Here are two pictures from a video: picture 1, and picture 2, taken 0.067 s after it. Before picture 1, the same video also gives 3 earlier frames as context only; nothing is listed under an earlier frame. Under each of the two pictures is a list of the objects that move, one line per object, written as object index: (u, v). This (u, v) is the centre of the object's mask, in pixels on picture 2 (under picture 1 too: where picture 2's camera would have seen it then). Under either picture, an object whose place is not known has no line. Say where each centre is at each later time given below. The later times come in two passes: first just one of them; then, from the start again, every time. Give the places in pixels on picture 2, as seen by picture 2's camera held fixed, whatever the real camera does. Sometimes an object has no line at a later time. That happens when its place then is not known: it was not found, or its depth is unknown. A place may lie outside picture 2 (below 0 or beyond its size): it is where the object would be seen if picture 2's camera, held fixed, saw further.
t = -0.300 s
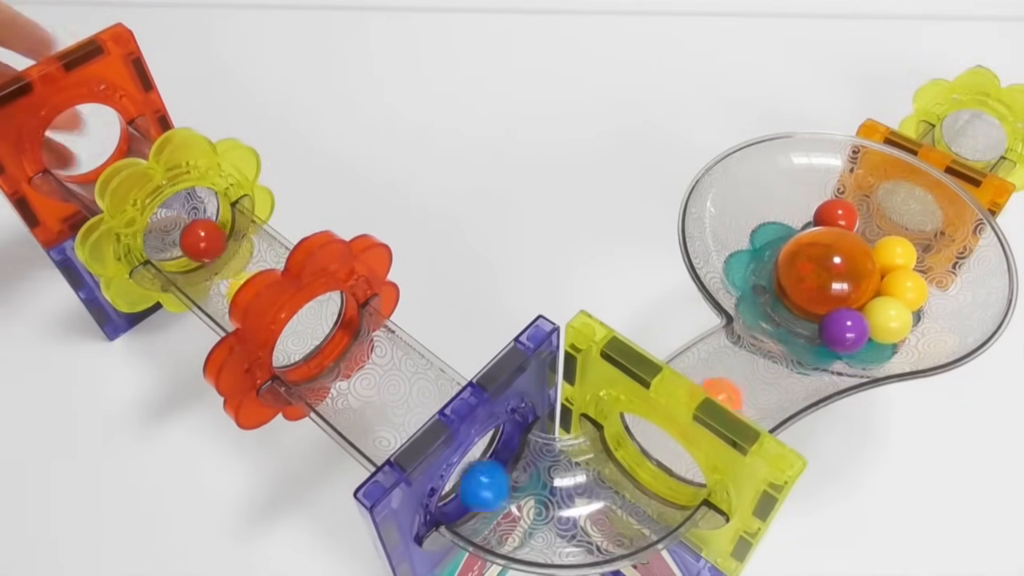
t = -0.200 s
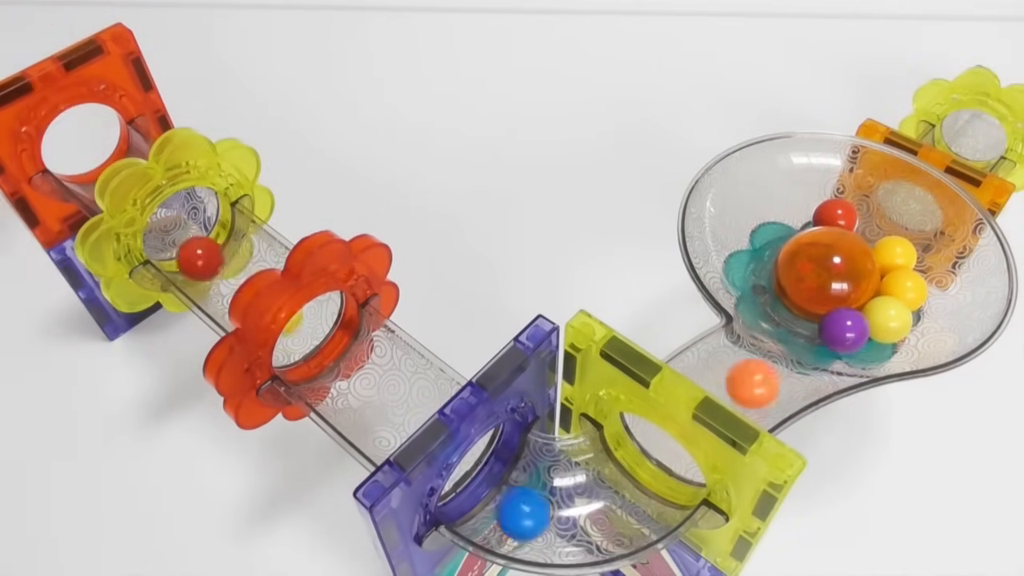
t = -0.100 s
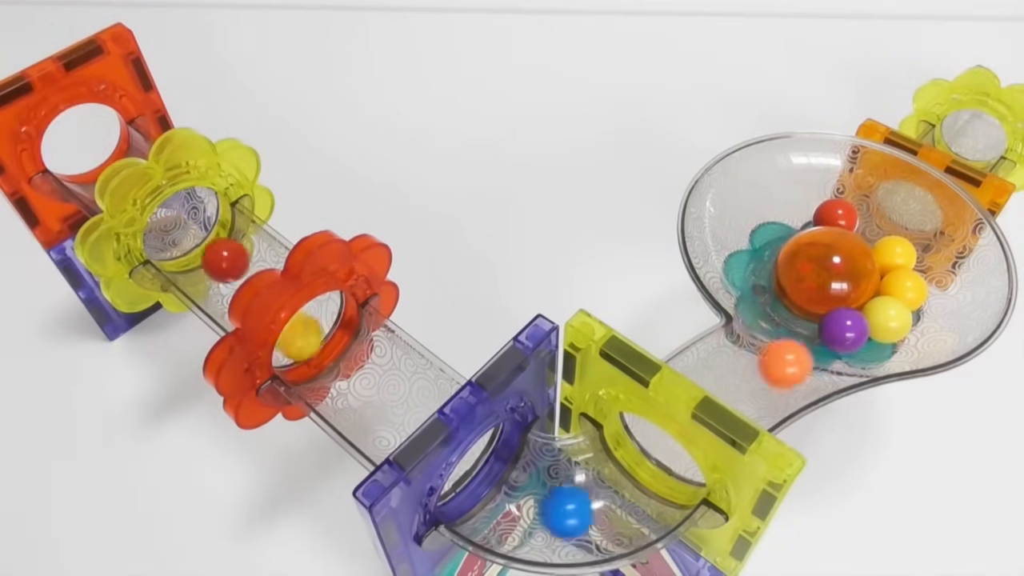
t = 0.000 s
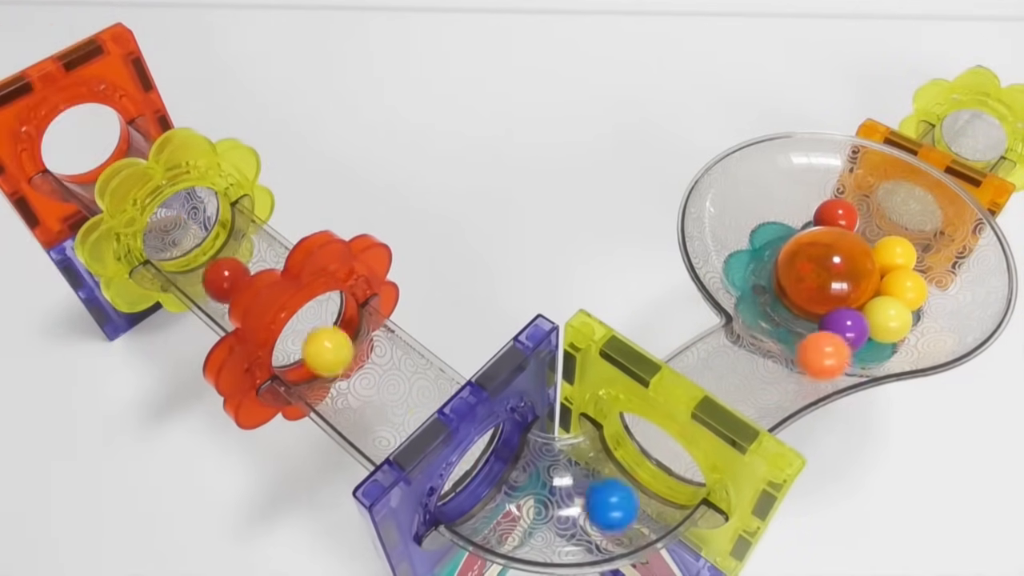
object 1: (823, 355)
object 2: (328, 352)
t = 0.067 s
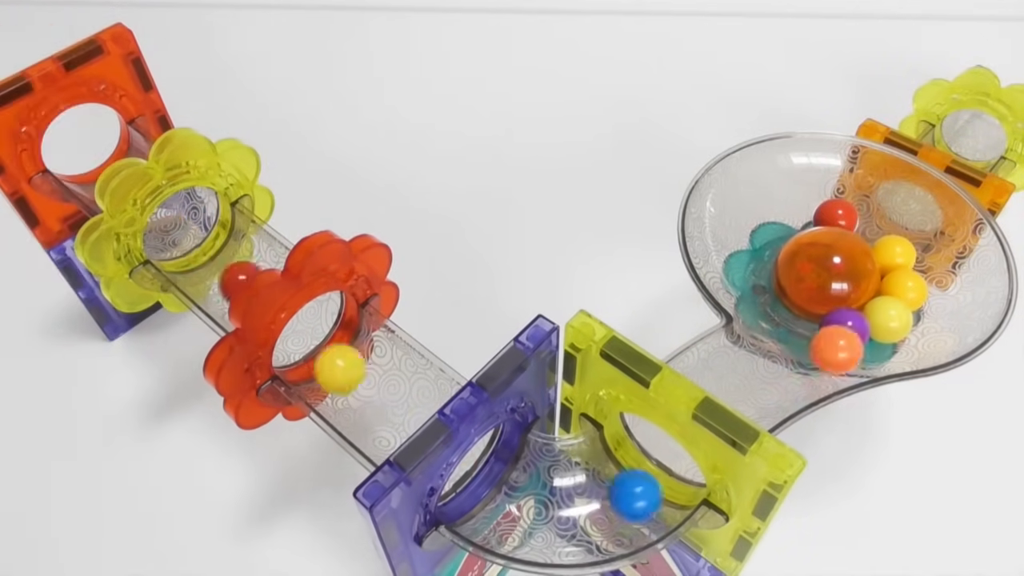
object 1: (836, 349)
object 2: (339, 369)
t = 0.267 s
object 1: (785, 317)
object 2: (403, 422)
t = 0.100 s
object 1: (835, 349)
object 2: (348, 378)
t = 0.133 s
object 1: (831, 347)
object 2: (360, 385)
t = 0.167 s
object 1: (822, 343)
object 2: (373, 392)
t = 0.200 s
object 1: (810, 336)
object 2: (386, 402)
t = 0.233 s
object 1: (800, 323)
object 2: (396, 413)
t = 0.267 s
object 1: (785, 317)
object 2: (403, 422)
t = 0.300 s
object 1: (772, 312)
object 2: (410, 425)
